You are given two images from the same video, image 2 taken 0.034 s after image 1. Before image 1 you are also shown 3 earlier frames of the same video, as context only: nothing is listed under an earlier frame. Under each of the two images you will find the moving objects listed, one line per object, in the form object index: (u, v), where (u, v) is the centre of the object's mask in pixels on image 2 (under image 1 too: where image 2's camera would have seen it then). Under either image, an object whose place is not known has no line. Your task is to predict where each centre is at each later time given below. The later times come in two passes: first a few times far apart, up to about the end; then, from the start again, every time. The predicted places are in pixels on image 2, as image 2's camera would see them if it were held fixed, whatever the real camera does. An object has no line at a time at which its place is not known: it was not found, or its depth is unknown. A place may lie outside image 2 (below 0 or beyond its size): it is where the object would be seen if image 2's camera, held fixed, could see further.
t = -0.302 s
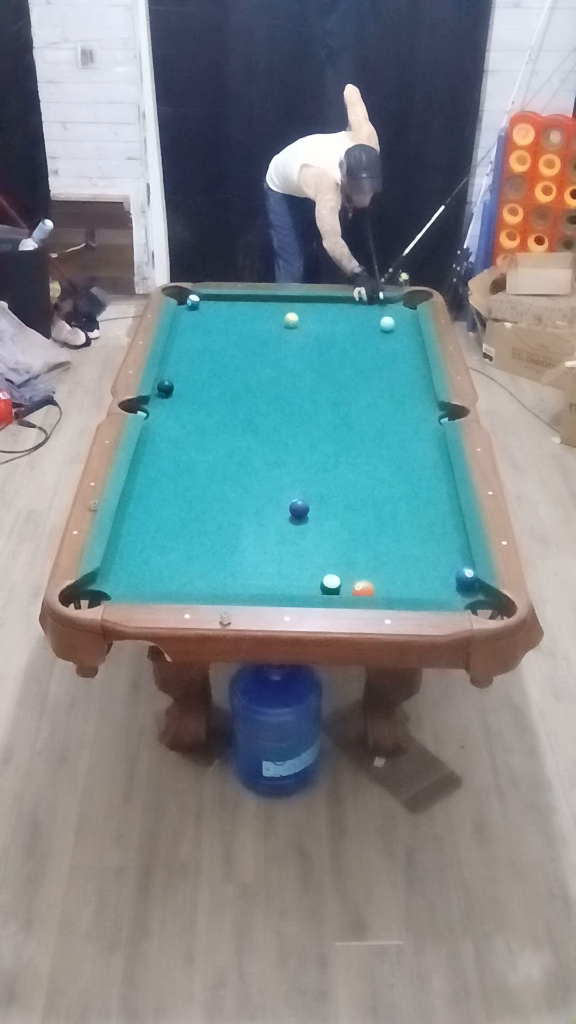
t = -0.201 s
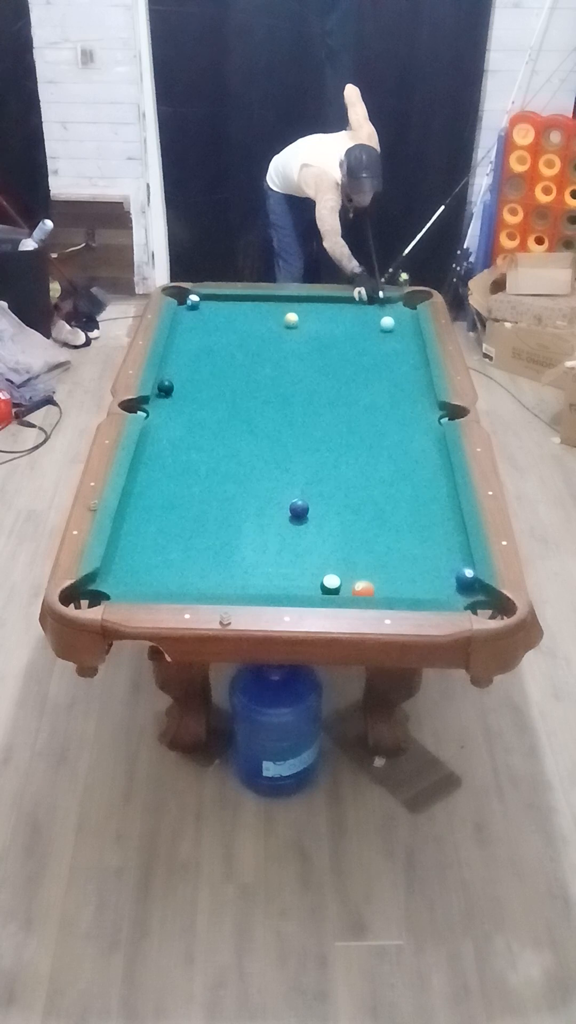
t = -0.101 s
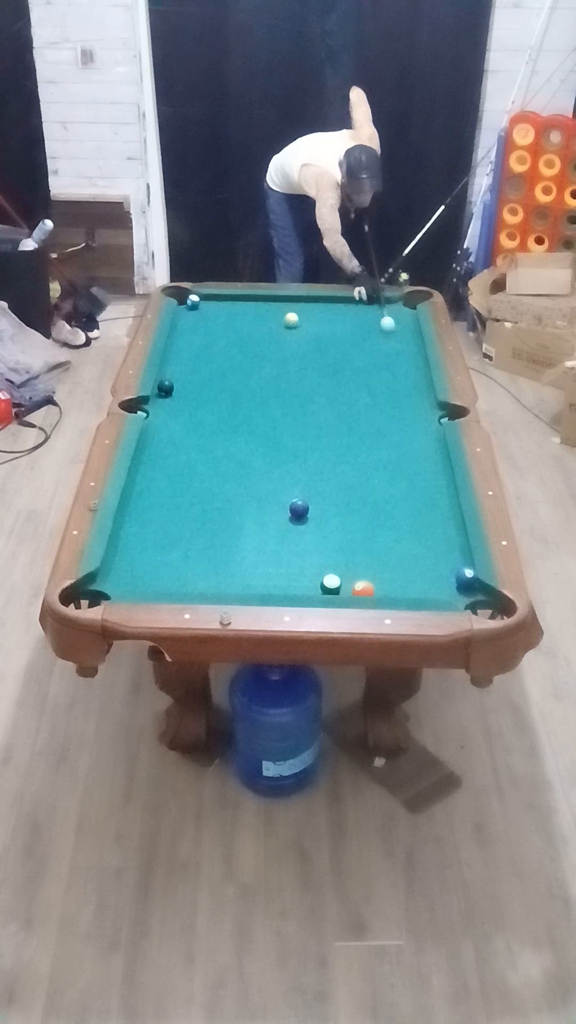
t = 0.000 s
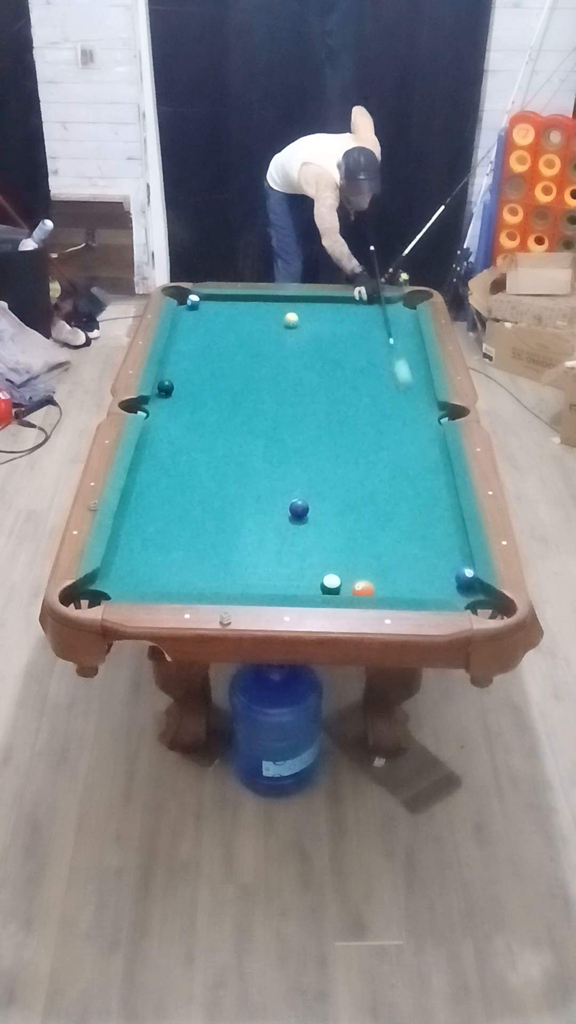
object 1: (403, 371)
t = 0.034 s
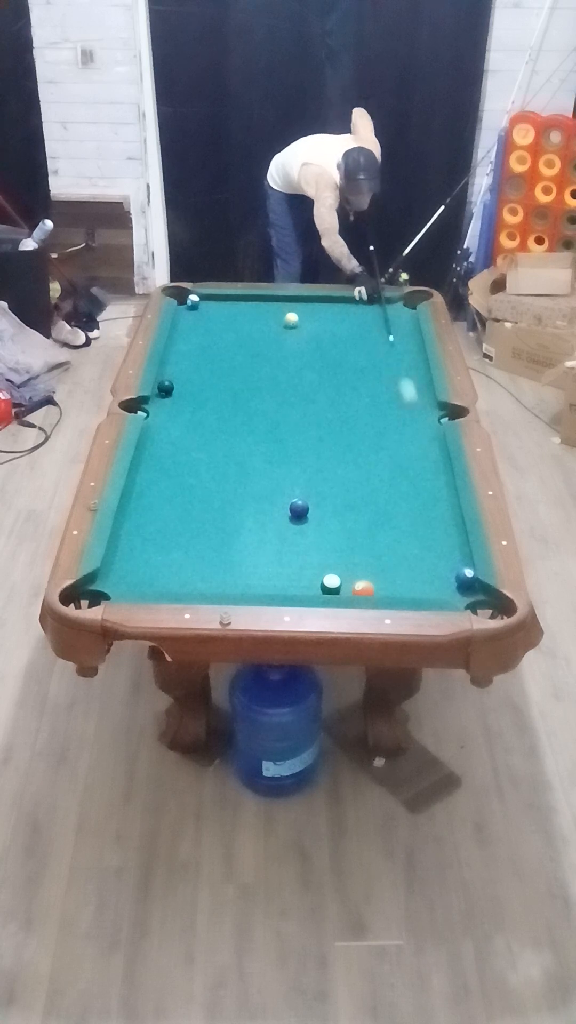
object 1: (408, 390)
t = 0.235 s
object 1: (448, 524)
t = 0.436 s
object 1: (450, 578)
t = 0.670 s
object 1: (461, 587)
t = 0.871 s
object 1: (461, 582)
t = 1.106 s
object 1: (443, 582)
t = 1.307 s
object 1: (430, 581)
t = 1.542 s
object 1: (417, 581)
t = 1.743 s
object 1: (408, 582)
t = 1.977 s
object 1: (399, 582)
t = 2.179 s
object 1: (394, 582)
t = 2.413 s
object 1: (389, 582)
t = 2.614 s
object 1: (387, 583)
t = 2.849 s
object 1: (386, 583)
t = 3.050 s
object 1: (386, 583)
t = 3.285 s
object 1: (386, 583)
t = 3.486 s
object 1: (386, 584)
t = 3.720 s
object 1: (386, 584)
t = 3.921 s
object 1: (386, 584)
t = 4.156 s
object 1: (386, 584)
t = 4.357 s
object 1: (386, 584)
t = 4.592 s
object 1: (386, 584)
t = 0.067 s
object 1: (414, 410)
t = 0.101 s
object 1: (420, 431)
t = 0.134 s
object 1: (427, 453)
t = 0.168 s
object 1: (434, 475)
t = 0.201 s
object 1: (441, 499)
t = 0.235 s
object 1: (448, 524)
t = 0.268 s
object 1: (455, 548)
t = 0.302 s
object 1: (458, 564)
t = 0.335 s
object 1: (455, 567)
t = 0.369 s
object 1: (453, 569)
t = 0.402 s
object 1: (451, 573)
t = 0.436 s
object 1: (450, 578)
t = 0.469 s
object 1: (449, 583)
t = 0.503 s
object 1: (449, 588)
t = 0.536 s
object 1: (448, 592)
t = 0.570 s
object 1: (451, 592)
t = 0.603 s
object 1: (455, 591)
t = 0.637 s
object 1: (457, 589)
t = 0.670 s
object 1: (461, 587)
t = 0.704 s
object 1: (464, 586)
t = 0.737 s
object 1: (467, 584)
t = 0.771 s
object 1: (469, 583)
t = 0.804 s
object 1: (466, 583)
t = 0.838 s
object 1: (463, 582)
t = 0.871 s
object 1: (461, 582)
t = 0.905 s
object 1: (458, 582)
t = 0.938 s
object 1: (455, 582)
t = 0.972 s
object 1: (453, 582)
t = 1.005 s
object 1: (450, 582)
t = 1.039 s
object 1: (447, 581)
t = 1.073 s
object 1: (445, 581)
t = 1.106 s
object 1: (443, 582)
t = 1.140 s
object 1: (440, 581)
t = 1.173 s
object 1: (438, 581)
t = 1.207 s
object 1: (436, 581)
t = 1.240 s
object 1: (434, 581)
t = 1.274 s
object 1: (432, 581)
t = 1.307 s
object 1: (430, 581)
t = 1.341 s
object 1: (428, 581)
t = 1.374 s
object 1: (426, 581)
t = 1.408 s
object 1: (424, 581)
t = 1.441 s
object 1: (423, 581)
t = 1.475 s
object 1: (421, 581)
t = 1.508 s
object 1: (419, 581)
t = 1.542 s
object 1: (417, 581)
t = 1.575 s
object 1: (416, 582)
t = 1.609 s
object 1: (414, 582)
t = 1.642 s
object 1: (412, 582)
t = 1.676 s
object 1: (411, 582)
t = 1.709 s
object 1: (409, 582)
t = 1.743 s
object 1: (408, 582)
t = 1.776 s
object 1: (407, 582)
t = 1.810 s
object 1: (406, 582)
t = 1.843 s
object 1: (404, 582)
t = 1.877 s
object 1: (403, 582)
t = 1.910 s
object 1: (402, 582)
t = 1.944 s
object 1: (401, 582)
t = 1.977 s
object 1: (399, 582)
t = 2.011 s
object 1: (398, 582)
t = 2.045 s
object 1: (397, 582)
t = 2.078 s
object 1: (396, 582)
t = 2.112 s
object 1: (396, 582)
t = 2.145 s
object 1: (395, 582)
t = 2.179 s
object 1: (394, 582)
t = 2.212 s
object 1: (393, 582)
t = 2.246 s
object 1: (392, 582)
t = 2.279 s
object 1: (391, 582)
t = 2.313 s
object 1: (391, 582)
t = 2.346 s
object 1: (390, 582)
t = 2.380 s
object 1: (389, 582)
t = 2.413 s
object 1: (389, 582)
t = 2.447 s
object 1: (389, 582)
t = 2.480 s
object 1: (388, 582)
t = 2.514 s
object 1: (388, 583)
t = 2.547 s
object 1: (387, 583)
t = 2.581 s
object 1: (387, 582)
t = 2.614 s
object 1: (387, 583)
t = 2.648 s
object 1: (387, 583)
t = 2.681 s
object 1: (386, 583)
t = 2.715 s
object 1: (386, 583)
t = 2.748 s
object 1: (386, 583)
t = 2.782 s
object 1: (386, 583)
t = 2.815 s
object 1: (386, 583)
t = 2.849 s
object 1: (386, 583)
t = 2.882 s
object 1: (386, 583)
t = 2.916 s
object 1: (386, 583)
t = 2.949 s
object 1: (386, 583)
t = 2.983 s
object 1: (386, 583)
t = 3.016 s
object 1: (386, 583)
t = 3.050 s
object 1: (386, 583)
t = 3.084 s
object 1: (386, 583)
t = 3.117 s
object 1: (386, 583)
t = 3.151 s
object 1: (386, 583)
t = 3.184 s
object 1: (386, 583)
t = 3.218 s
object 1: (386, 583)
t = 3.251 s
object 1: (386, 583)
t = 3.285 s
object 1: (386, 583)
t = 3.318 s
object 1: (386, 583)
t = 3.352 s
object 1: (386, 583)
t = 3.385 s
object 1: (386, 584)
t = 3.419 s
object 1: (386, 584)
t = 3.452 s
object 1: (386, 584)
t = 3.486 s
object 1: (386, 584)
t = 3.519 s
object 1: (386, 584)
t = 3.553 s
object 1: (386, 584)
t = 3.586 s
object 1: (386, 584)
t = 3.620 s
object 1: (386, 584)
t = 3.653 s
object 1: (386, 584)
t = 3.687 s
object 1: (386, 584)
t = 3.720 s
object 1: (386, 584)
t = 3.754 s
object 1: (386, 584)
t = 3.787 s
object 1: (386, 584)
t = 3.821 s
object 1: (386, 584)
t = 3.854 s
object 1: (386, 584)
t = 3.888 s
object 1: (386, 584)
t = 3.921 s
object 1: (386, 584)
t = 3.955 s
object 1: (386, 584)
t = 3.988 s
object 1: (386, 584)
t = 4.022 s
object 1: (386, 584)
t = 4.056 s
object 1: (386, 584)
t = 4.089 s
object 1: (386, 584)
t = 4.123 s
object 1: (386, 584)
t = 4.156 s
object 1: (386, 584)
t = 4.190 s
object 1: (386, 584)
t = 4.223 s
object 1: (386, 584)
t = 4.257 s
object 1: (386, 584)
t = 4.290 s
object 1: (386, 584)
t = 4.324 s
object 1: (386, 584)
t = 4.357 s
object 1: (386, 584)
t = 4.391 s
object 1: (386, 584)
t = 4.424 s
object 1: (386, 584)
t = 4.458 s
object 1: (386, 584)
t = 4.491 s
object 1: (386, 584)
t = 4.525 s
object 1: (386, 584)
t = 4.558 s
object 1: (386, 584)
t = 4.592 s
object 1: (386, 584)
